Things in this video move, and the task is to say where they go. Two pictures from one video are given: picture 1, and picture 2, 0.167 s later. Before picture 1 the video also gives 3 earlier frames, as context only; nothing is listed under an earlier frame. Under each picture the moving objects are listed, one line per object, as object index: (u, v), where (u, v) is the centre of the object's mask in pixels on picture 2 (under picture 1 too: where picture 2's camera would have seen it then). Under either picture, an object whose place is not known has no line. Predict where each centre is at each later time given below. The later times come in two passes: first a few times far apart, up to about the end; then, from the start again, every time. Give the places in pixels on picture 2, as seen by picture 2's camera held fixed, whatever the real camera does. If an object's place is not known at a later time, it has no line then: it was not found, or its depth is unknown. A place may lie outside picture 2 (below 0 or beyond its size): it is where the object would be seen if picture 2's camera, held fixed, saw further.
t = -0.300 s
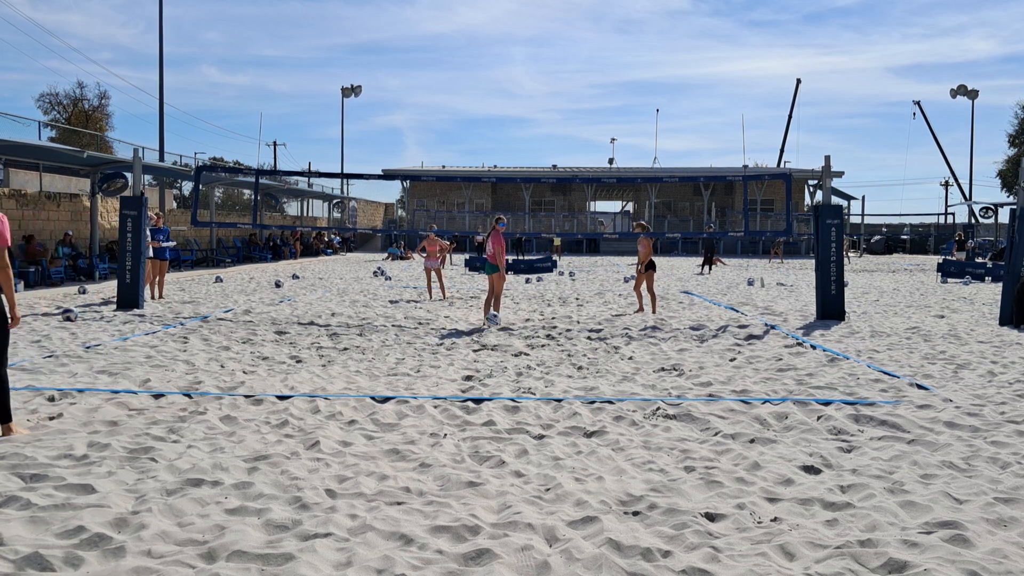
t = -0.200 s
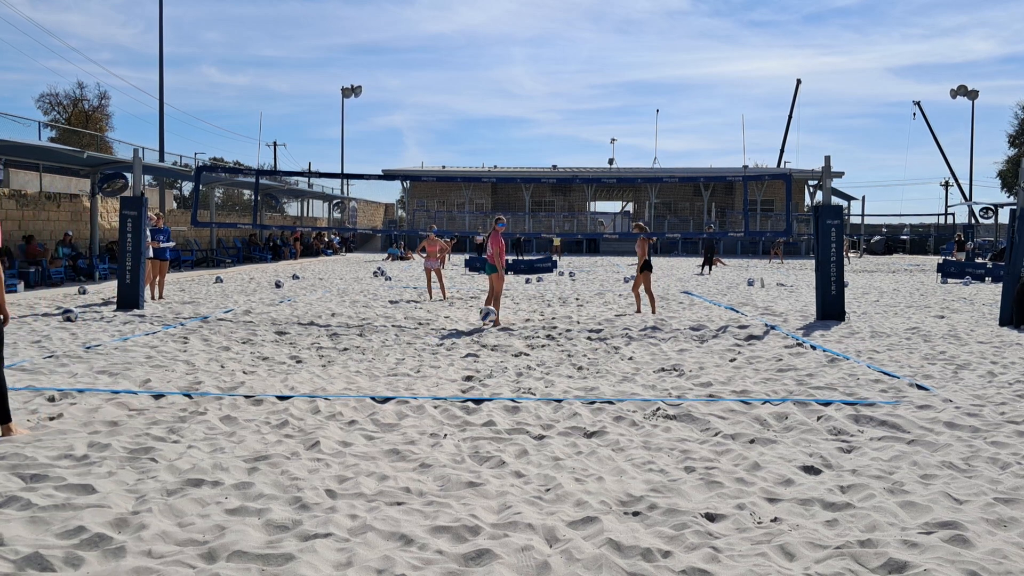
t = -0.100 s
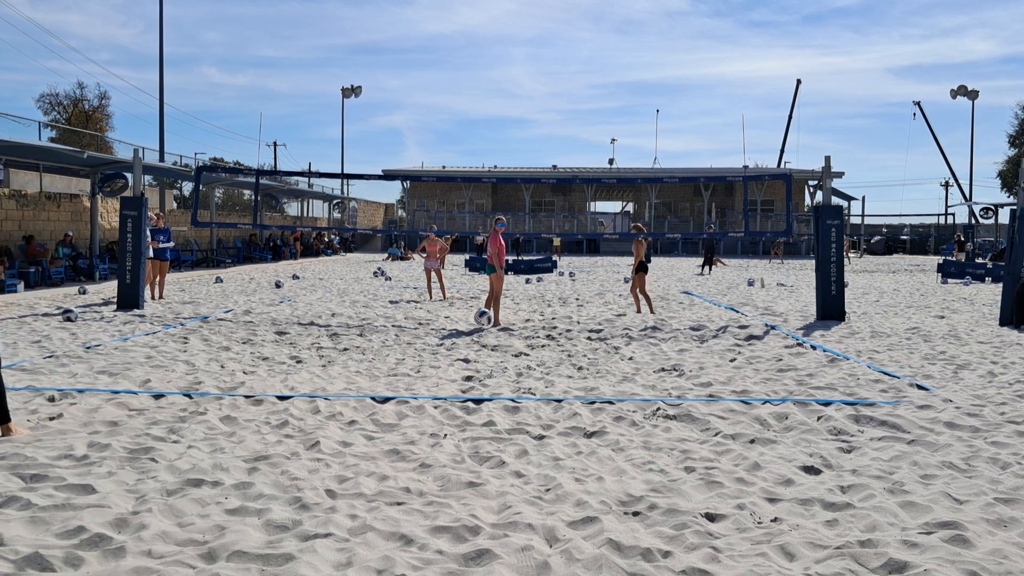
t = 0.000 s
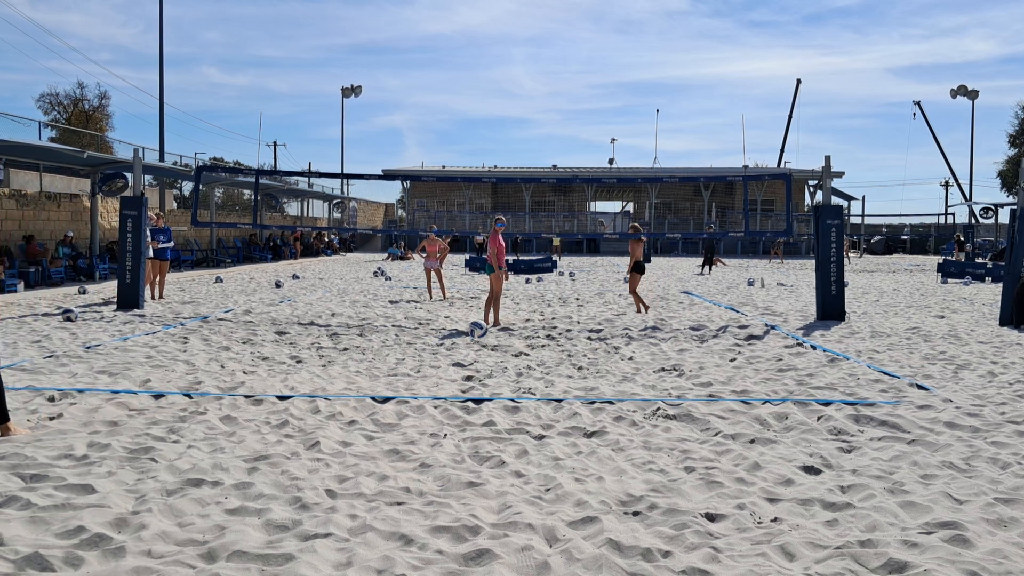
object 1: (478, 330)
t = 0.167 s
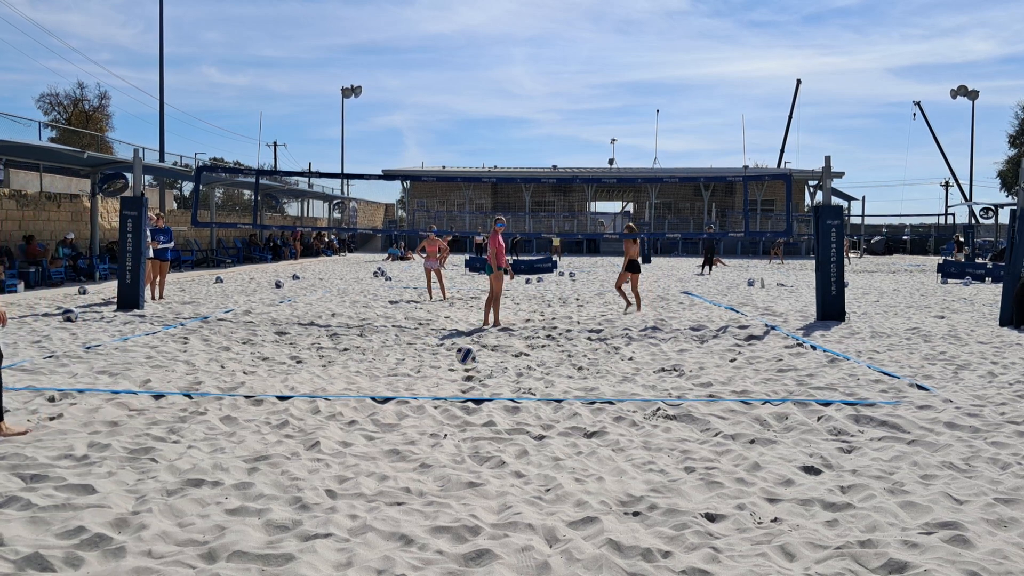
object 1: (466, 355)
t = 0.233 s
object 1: (457, 351)
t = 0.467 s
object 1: (426, 374)
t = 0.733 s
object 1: (409, 385)
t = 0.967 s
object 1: (399, 372)
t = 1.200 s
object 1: (385, 412)
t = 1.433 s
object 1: (366, 426)
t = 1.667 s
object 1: (344, 432)
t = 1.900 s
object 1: (319, 442)
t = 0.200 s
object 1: (462, 353)
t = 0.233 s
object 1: (457, 351)
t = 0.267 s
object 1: (453, 352)
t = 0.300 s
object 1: (448, 353)
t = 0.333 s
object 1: (444, 355)
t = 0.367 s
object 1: (440, 359)
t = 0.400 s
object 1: (435, 364)
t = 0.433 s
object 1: (430, 371)
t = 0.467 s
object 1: (426, 374)
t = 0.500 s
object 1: (424, 371)
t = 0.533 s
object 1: (422, 370)
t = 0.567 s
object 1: (420, 369)
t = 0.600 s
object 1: (418, 370)
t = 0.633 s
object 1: (416, 373)
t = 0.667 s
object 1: (414, 376)
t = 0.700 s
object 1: (411, 382)
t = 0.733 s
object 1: (409, 385)
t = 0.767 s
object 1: (408, 381)
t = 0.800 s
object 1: (406, 376)
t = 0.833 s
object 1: (405, 372)
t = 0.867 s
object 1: (403, 370)
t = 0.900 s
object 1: (402, 370)
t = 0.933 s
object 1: (400, 370)
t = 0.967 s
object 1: (399, 372)
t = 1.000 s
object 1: (397, 377)
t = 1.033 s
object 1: (396, 381)
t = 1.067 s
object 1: (394, 388)
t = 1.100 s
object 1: (393, 397)
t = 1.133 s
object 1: (391, 408)
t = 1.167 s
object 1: (387, 410)
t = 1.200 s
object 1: (385, 412)
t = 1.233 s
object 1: (382, 414)
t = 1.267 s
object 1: (379, 419)
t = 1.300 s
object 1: (376, 418)
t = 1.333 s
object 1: (374, 418)
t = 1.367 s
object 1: (371, 419)
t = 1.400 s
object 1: (369, 422)
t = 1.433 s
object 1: (366, 426)
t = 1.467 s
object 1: (363, 426)
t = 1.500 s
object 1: (361, 426)
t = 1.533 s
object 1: (358, 427)
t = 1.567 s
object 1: (355, 428)
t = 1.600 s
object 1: (351, 430)
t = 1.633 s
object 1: (348, 431)
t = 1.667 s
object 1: (344, 432)
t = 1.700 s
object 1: (340, 433)
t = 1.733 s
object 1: (337, 434)
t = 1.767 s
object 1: (332, 438)
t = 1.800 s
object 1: (328, 440)
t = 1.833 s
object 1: (325, 440)
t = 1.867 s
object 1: (323, 441)
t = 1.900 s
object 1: (319, 442)
